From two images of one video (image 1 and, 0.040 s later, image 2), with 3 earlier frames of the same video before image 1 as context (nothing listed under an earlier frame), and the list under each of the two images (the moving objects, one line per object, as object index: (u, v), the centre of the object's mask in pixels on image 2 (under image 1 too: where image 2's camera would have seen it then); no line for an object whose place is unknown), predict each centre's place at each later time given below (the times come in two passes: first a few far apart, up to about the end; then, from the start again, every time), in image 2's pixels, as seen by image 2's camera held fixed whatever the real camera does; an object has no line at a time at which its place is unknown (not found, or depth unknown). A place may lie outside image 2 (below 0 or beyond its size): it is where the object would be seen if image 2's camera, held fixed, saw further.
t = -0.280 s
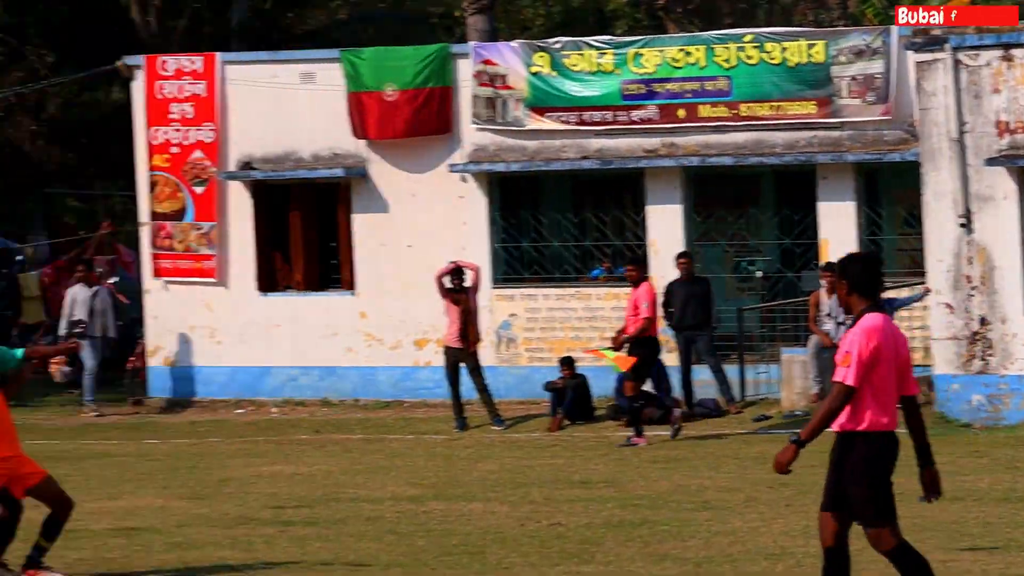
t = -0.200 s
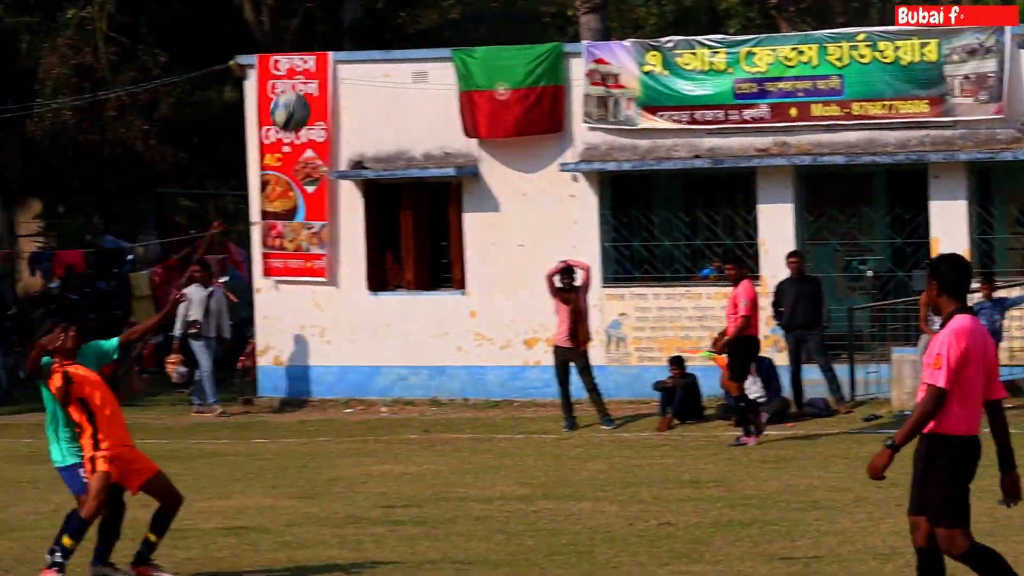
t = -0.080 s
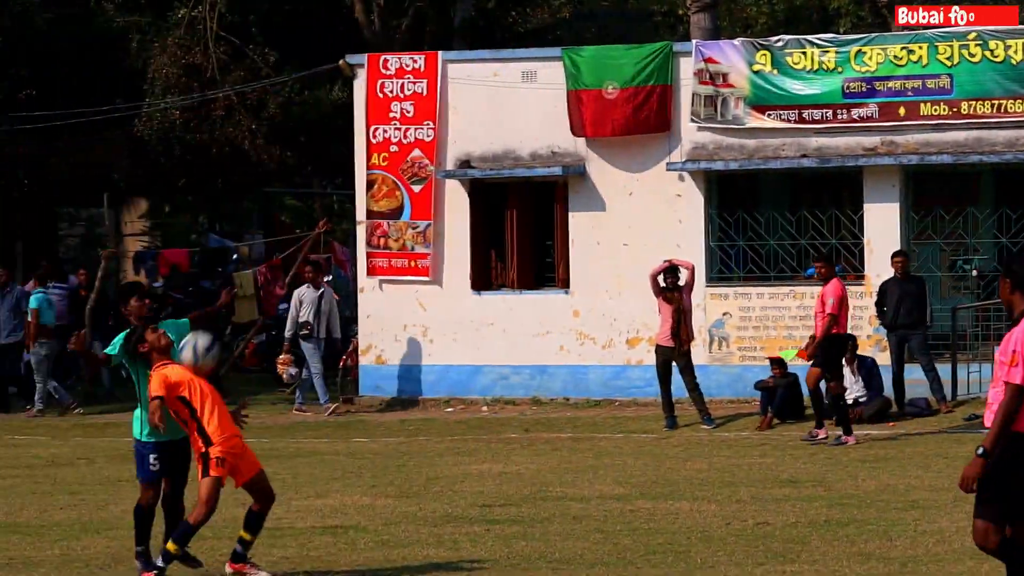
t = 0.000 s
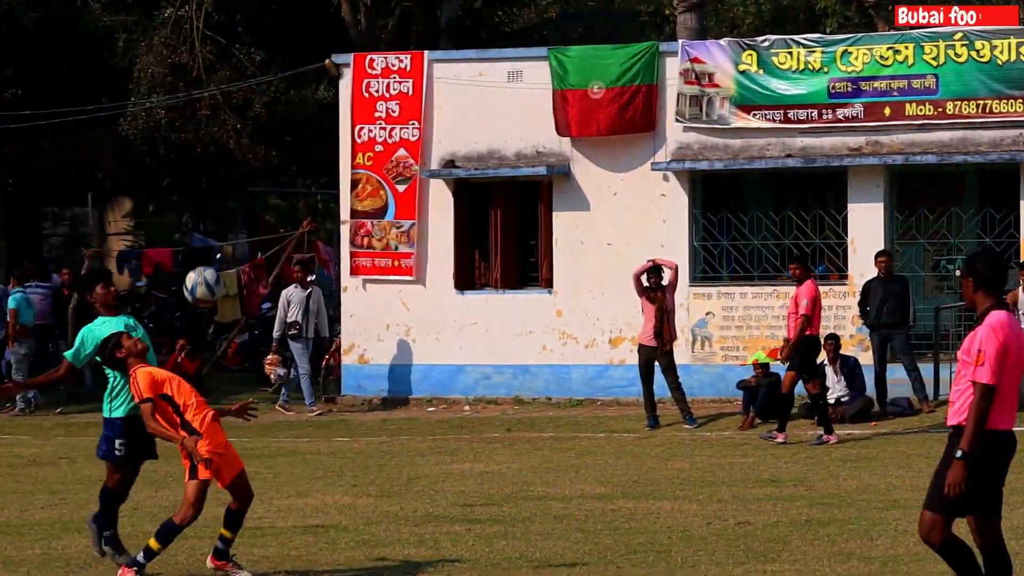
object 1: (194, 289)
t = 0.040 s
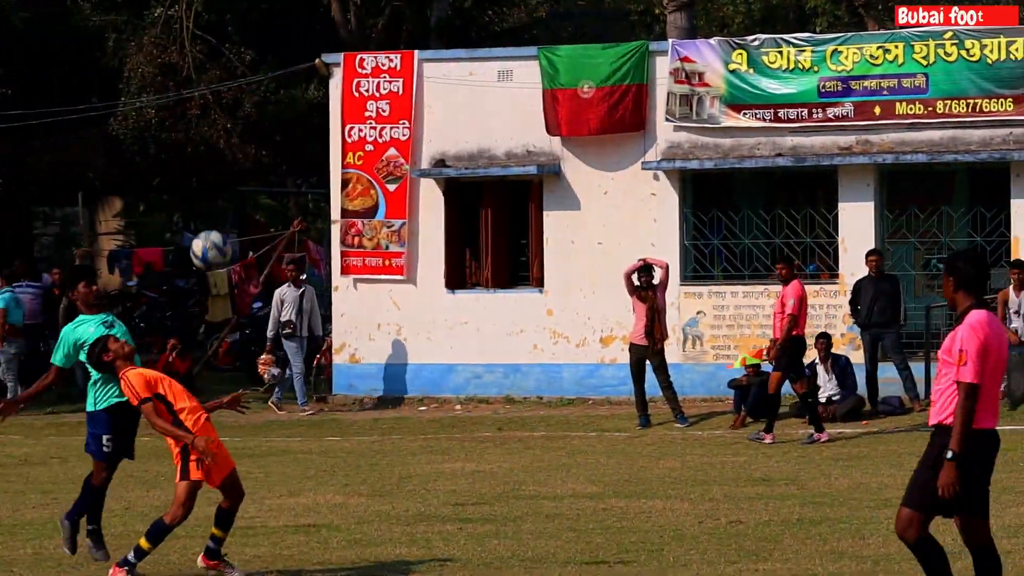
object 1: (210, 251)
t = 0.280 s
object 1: (311, 90)
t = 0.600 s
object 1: (451, 37)
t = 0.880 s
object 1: (580, 154)
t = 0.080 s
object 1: (228, 217)
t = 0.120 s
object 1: (245, 186)
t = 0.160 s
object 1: (260, 156)
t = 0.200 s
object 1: (277, 132)
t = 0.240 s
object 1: (294, 110)
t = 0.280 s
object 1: (311, 90)
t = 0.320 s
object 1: (327, 73)
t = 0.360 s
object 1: (344, 59)
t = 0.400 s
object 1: (362, 48)
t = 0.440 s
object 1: (379, 40)
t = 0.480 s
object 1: (397, 34)
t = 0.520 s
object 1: (415, 33)
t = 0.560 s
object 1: (433, 34)
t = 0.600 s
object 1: (451, 37)
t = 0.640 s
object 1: (469, 44)
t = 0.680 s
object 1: (487, 55)
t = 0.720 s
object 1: (505, 68)
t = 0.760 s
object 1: (524, 84)
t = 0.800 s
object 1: (542, 104)
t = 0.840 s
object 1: (561, 127)
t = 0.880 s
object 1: (580, 154)
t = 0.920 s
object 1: (599, 184)
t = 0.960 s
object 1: (618, 216)
